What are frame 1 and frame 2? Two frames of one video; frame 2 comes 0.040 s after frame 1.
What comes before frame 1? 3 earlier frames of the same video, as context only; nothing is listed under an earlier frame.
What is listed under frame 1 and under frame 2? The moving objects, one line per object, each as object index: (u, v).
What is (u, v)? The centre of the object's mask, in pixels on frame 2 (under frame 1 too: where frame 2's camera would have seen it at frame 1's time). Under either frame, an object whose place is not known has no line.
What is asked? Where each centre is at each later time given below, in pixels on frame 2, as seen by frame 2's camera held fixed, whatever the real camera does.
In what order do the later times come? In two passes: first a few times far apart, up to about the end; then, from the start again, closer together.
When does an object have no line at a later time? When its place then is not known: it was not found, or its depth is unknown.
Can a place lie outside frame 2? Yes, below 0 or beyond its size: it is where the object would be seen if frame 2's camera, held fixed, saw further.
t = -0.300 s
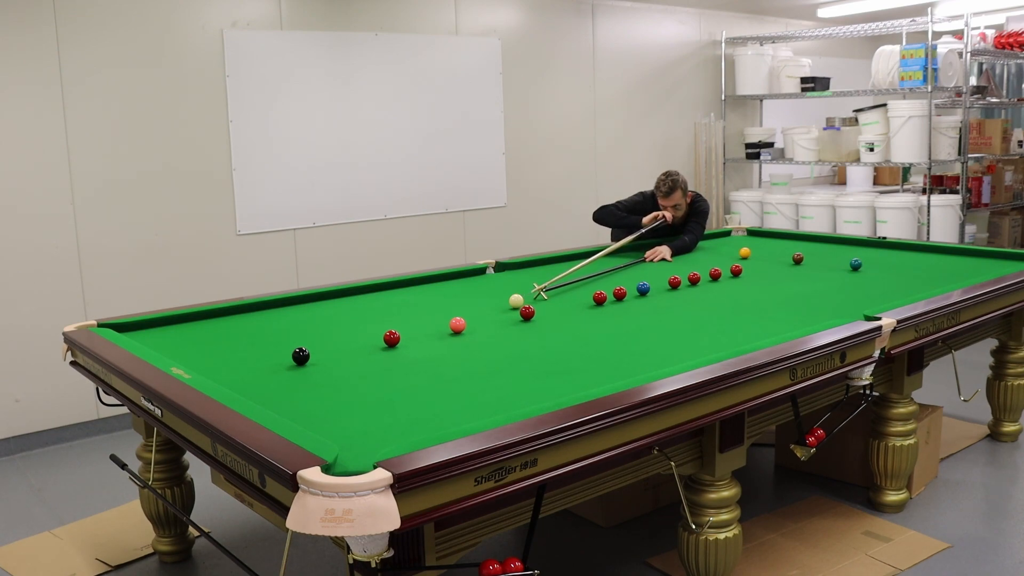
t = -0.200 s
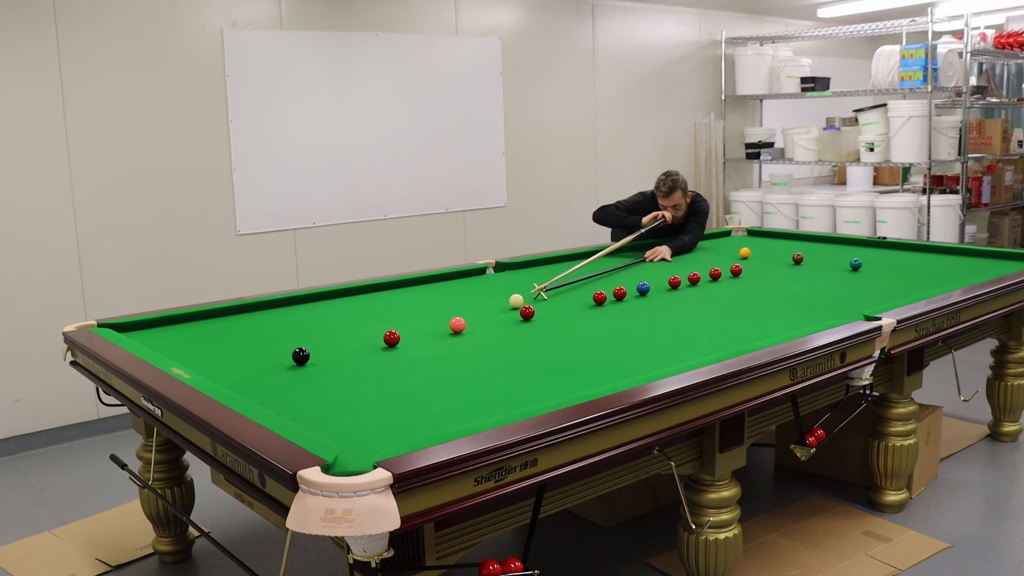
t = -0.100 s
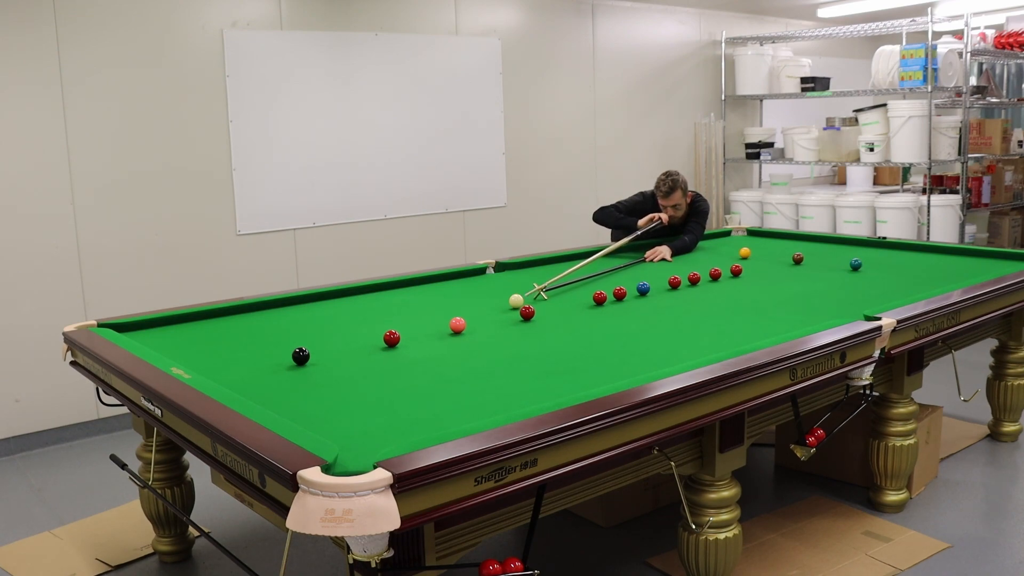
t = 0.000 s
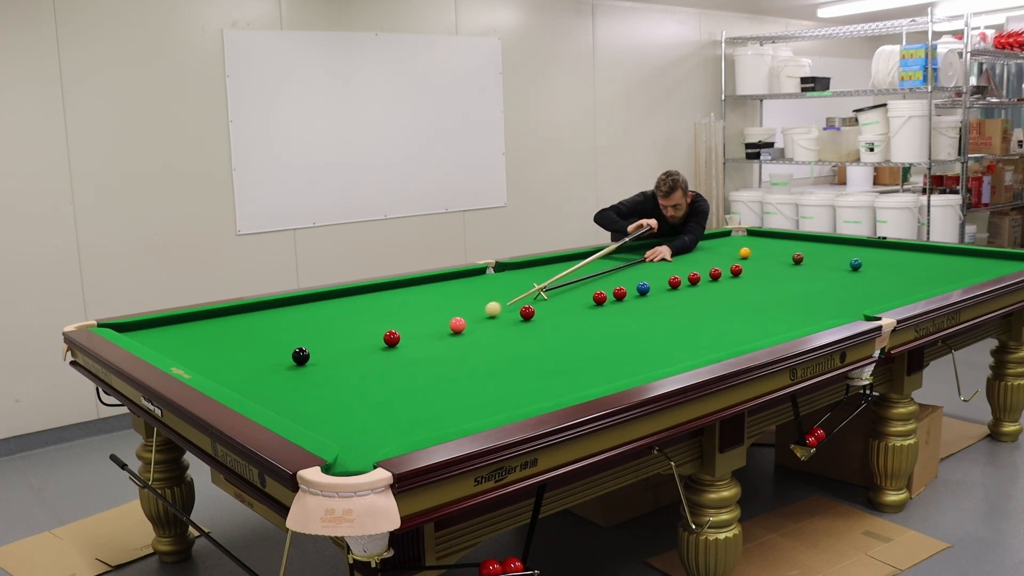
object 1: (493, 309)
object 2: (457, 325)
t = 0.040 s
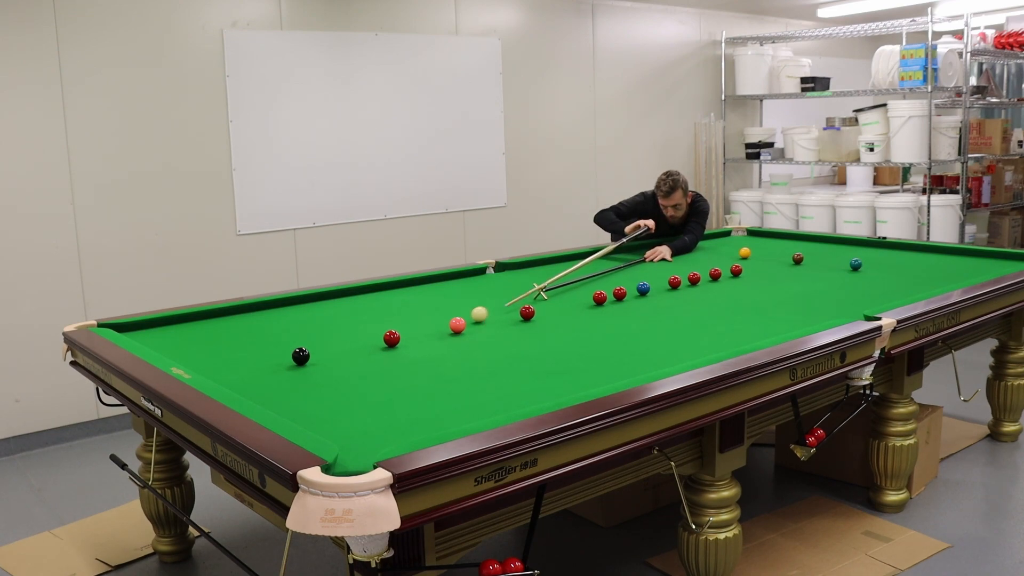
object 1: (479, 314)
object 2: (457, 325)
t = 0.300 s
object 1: (405, 326)
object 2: (441, 349)
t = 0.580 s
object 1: (332, 333)
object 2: (418, 384)
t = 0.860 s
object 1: (259, 341)
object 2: (389, 427)
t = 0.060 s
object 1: (472, 317)
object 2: (457, 325)
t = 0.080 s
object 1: (467, 318)
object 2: (457, 325)
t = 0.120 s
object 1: (451, 319)
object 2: (456, 327)
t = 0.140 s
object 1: (446, 321)
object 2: (454, 330)
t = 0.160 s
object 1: (442, 322)
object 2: (452, 332)
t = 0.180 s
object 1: (436, 323)
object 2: (451, 335)
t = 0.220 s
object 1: (426, 324)
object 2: (448, 340)
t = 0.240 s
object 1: (421, 324)
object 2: (446, 342)
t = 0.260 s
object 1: (416, 325)
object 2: (444, 345)
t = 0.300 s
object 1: (405, 326)
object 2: (441, 349)
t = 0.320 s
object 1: (400, 326)
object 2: (439, 352)
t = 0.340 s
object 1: (395, 325)
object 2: (438, 354)
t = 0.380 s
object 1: (384, 327)
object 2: (435, 359)
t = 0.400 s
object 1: (379, 328)
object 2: (433, 361)
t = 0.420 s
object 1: (374, 329)
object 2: (432, 363)
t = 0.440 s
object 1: (369, 329)
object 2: (430, 366)
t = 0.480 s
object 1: (358, 330)
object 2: (427, 371)
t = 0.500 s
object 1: (353, 331)
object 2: (425, 373)
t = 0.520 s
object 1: (348, 331)
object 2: (423, 376)
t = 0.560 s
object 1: (338, 333)
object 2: (420, 381)
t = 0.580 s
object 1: (332, 333)
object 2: (418, 384)
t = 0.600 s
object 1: (327, 334)
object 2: (416, 386)
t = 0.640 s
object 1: (317, 335)
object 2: (413, 392)
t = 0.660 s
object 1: (311, 335)
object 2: (411, 395)
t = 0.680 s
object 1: (306, 336)
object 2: (409, 398)
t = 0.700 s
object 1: (301, 336)
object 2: (407, 401)
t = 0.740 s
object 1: (290, 337)
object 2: (403, 407)
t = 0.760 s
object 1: (285, 338)
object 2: (401, 410)
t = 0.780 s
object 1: (280, 338)
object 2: (398, 413)
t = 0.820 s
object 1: (269, 339)
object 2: (394, 420)
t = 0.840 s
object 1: (264, 340)
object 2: (392, 424)
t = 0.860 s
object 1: (259, 341)
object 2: (389, 427)
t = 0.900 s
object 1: (249, 342)
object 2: (384, 435)
